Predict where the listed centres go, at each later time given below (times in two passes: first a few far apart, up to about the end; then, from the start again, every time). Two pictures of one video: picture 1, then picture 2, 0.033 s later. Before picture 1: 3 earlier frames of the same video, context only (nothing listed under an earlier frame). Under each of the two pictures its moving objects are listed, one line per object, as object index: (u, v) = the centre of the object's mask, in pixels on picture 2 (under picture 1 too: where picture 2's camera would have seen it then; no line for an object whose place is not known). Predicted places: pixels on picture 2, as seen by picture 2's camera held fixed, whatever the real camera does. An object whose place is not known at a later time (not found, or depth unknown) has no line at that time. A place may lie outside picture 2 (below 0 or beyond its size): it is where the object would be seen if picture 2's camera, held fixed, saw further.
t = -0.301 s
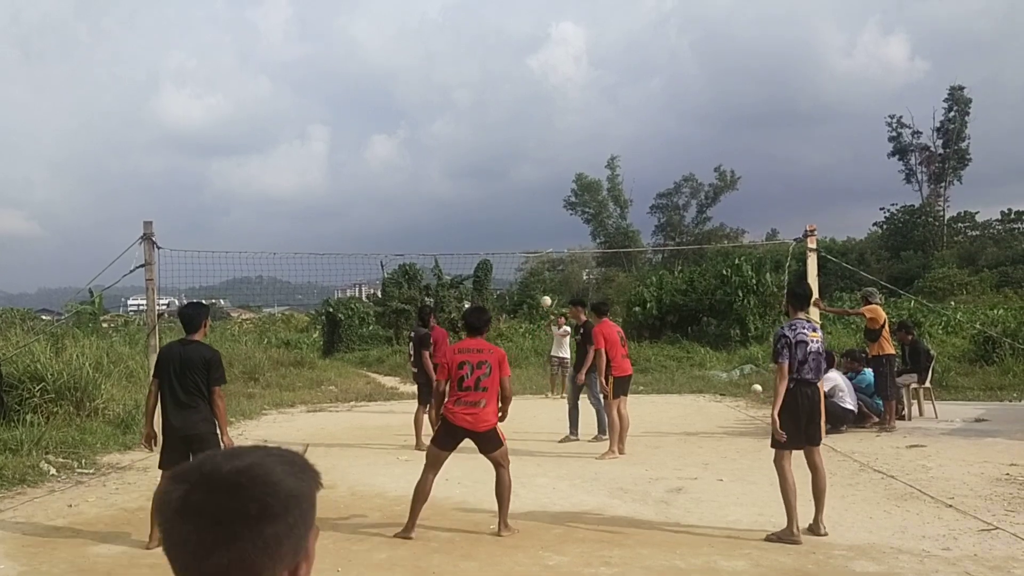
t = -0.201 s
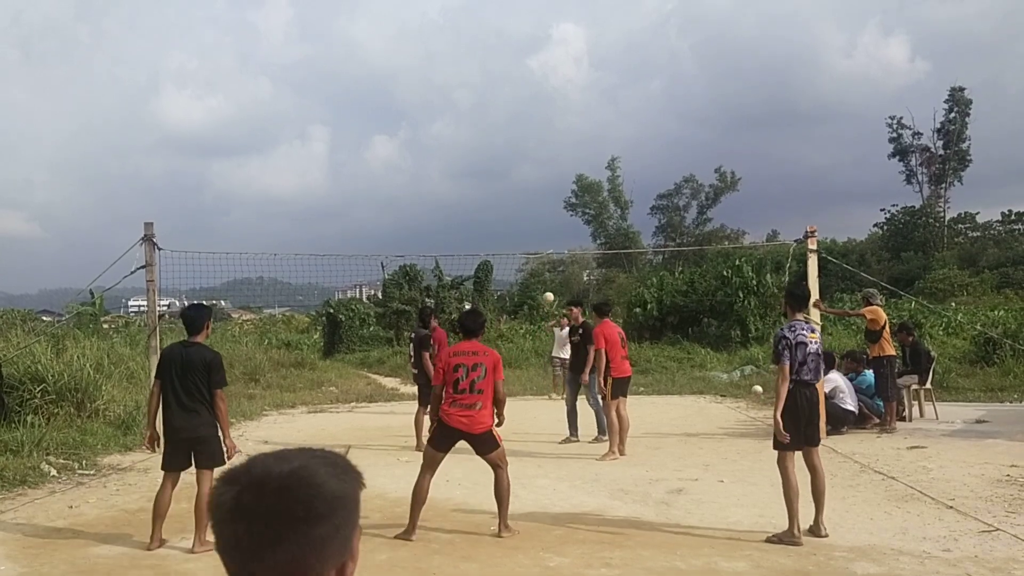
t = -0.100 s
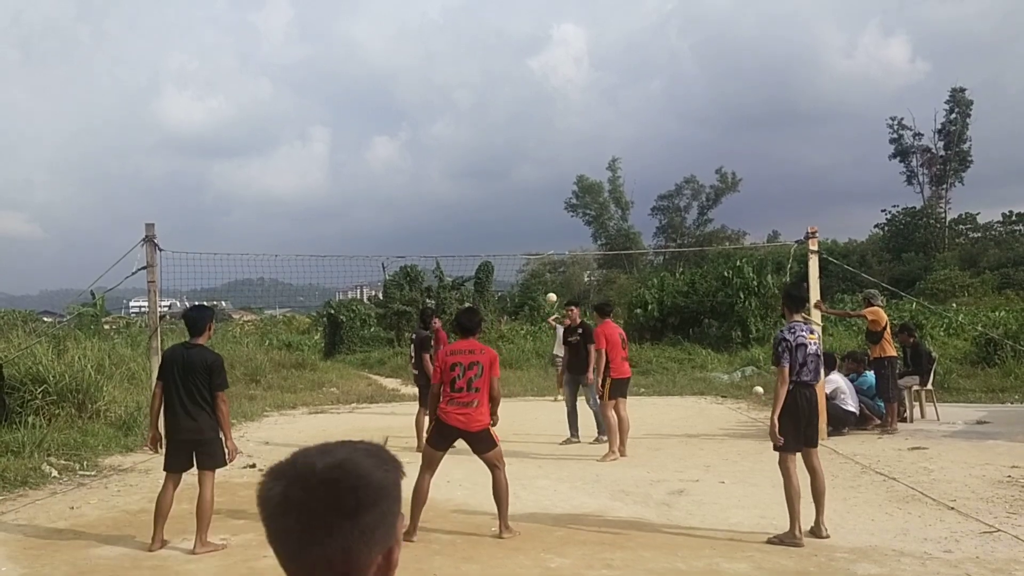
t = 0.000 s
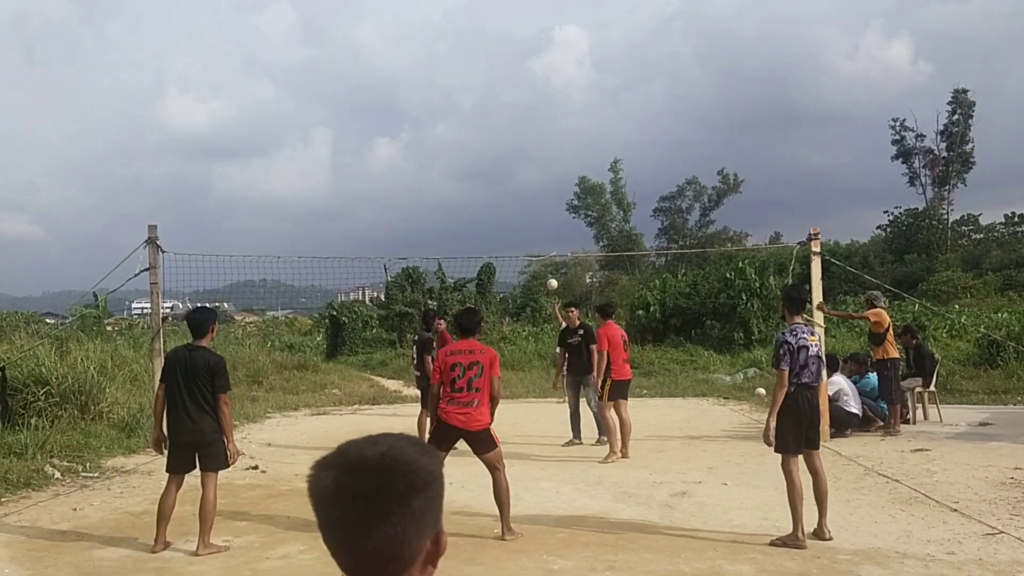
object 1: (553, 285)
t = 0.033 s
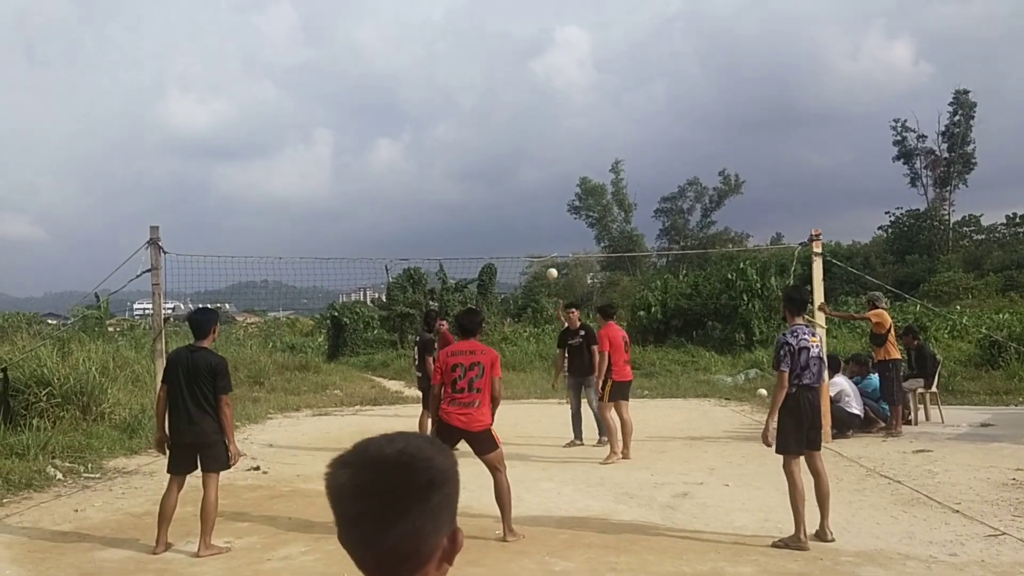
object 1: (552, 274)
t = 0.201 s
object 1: (546, 221)
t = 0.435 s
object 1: (536, 166)
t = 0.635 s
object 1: (527, 141)
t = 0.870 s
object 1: (519, 144)
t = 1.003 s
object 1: (514, 167)
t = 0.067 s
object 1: (551, 262)
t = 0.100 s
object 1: (549, 251)
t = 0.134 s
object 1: (548, 241)
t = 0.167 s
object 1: (547, 231)
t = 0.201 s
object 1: (546, 221)
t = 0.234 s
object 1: (545, 212)
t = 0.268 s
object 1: (544, 203)
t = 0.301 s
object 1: (542, 195)
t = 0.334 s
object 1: (540, 187)
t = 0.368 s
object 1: (539, 180)
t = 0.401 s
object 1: (538, 173)
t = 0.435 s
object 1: (536, 166)
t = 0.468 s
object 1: (534, 161)
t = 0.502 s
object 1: (533, 156)
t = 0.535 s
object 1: (531, 151)
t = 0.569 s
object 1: (530, 147)
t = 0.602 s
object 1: (528, 144)
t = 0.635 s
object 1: (527, 141)
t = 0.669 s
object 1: (525, 139)
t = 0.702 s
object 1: (524, 138)
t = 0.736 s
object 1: (523, 137)
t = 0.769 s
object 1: (522, 138)
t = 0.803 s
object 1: (521, 139)
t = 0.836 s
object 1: (520, 141)
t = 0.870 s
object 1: (519, 144)
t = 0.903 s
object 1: (517, 148)
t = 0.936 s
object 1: (516, 153)
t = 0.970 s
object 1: (515, 159)
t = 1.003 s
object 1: (514, 167)
